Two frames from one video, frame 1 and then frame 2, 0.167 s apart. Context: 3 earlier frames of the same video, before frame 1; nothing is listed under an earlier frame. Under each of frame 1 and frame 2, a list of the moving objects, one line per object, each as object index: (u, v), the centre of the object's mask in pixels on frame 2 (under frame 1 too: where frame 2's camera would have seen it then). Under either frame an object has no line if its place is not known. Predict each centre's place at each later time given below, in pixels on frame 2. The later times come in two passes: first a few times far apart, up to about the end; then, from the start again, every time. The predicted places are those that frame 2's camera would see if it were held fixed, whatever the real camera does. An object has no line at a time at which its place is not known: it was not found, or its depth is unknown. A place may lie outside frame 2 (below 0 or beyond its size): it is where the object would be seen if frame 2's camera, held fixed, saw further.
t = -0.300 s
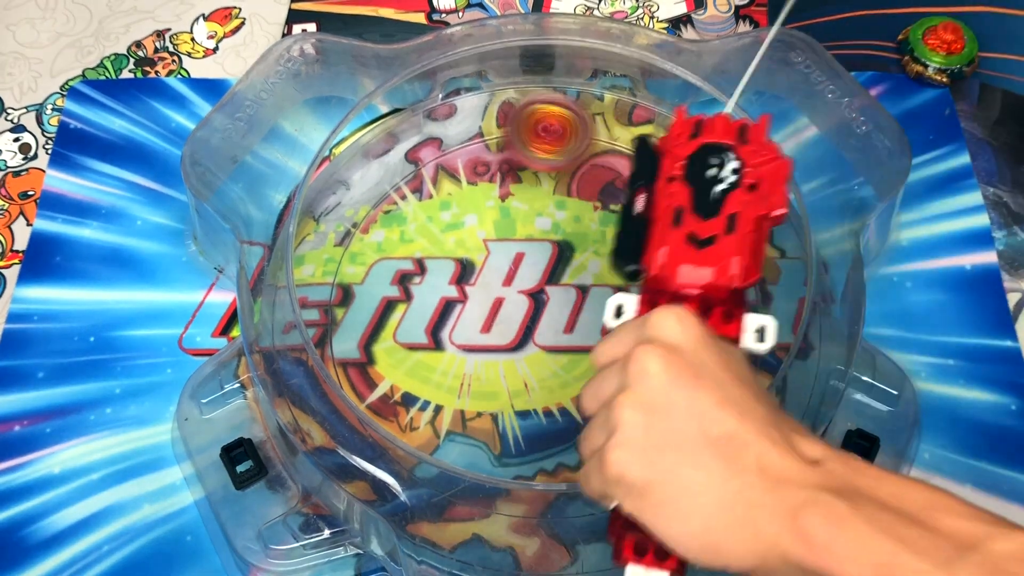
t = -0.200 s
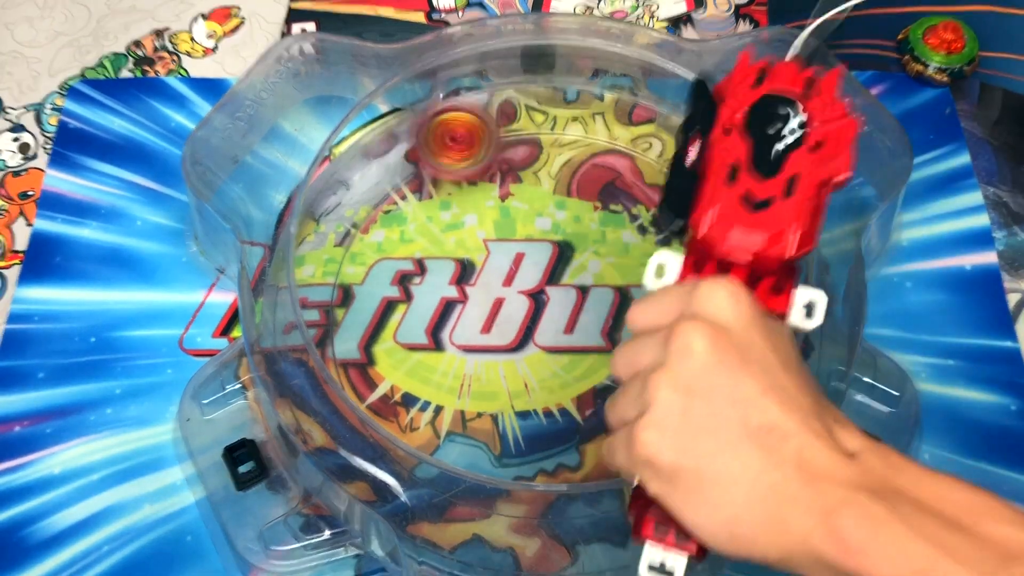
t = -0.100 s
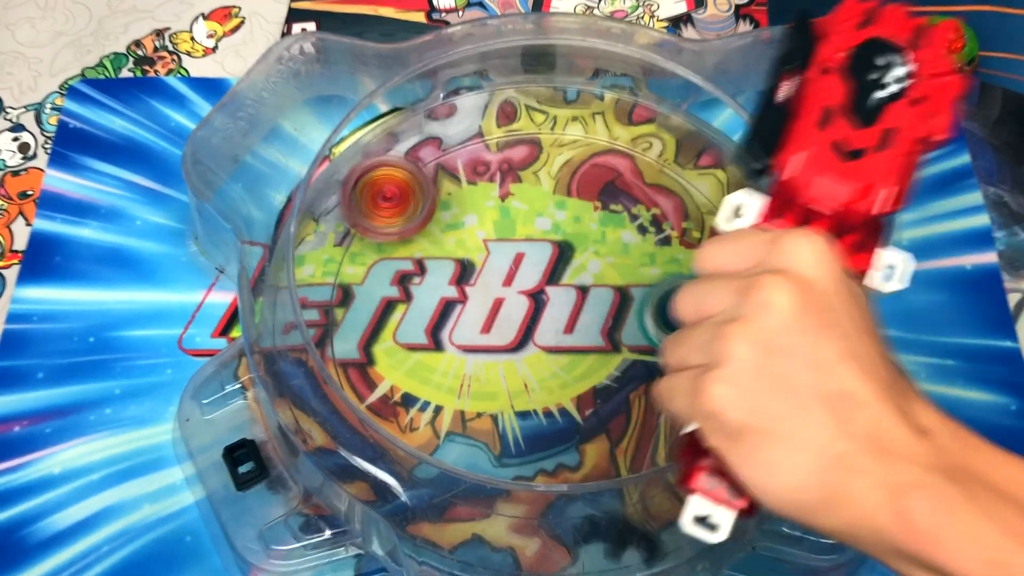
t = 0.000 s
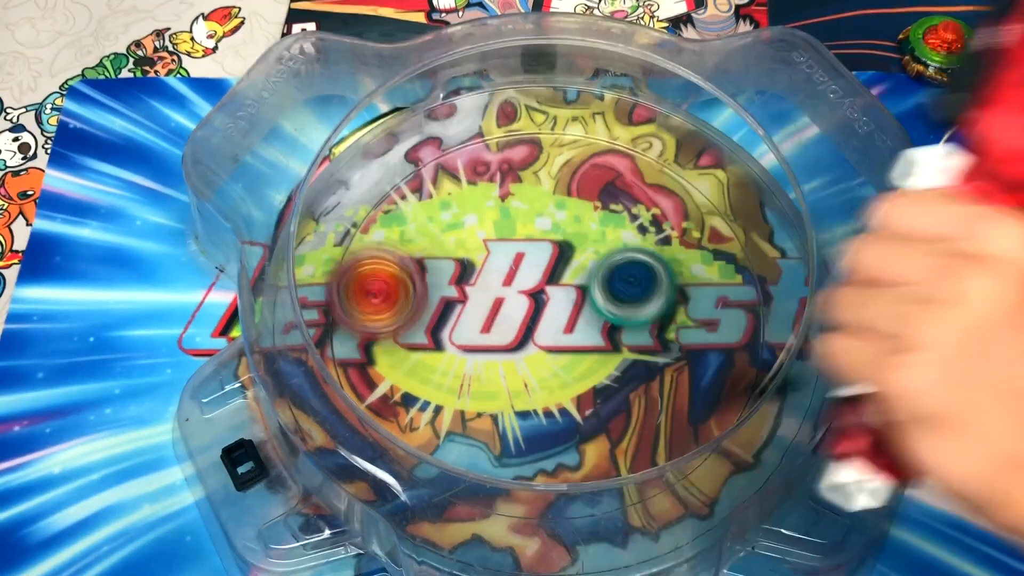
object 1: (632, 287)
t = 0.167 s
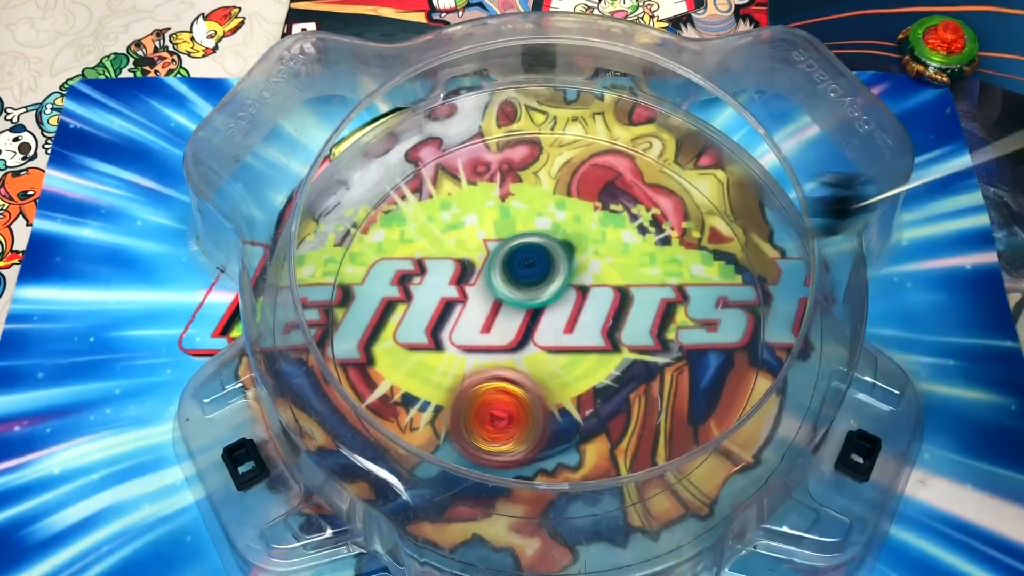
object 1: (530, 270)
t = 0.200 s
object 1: (513, 278)
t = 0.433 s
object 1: (502, 391)
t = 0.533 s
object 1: (563, 415)
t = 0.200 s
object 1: (513, 278)
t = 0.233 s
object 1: (499, 290)
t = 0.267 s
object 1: (487, 305)
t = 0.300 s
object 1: (480, 322)
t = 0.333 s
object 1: (478, 341)
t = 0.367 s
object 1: (482, 359)
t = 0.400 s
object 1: (489, 376)
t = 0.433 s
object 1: (502, 391)
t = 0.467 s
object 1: (519, 404)
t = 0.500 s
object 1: (540, 413)
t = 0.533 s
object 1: (563, 415)
